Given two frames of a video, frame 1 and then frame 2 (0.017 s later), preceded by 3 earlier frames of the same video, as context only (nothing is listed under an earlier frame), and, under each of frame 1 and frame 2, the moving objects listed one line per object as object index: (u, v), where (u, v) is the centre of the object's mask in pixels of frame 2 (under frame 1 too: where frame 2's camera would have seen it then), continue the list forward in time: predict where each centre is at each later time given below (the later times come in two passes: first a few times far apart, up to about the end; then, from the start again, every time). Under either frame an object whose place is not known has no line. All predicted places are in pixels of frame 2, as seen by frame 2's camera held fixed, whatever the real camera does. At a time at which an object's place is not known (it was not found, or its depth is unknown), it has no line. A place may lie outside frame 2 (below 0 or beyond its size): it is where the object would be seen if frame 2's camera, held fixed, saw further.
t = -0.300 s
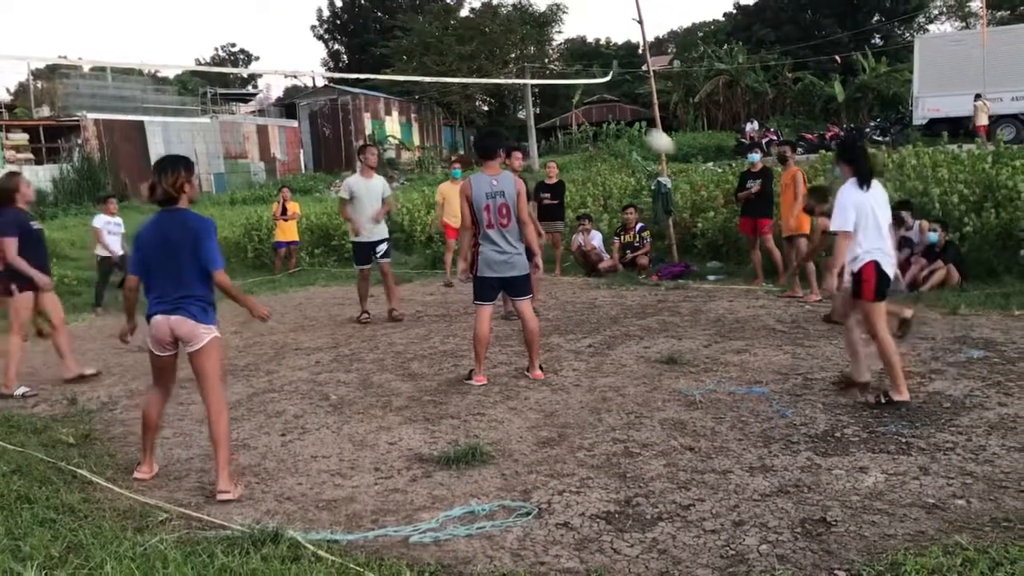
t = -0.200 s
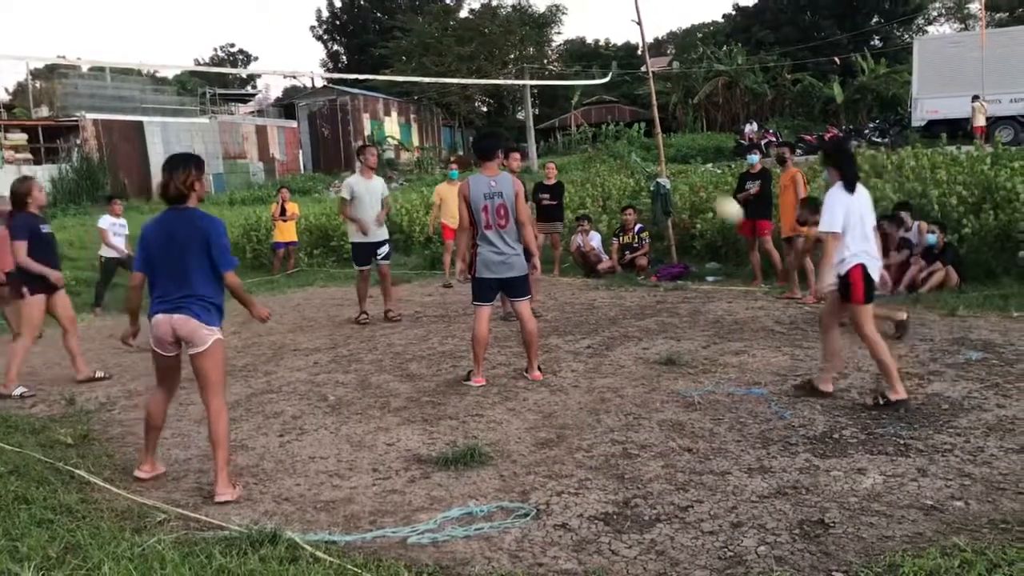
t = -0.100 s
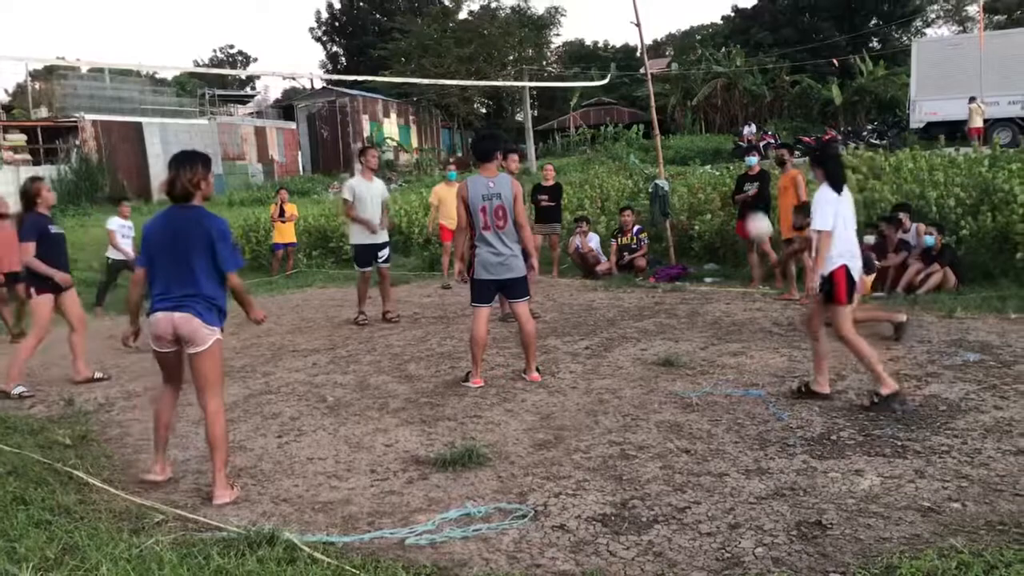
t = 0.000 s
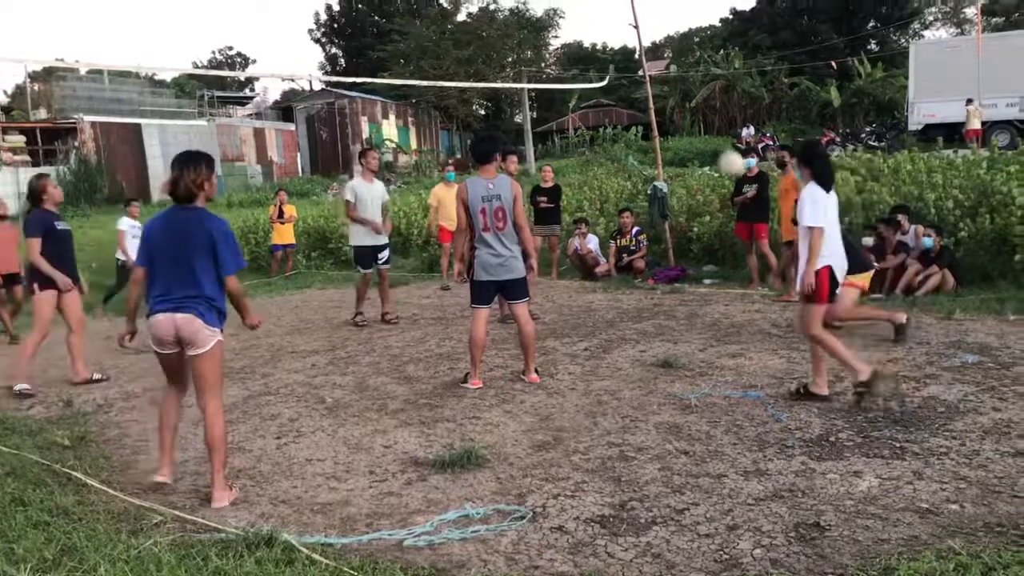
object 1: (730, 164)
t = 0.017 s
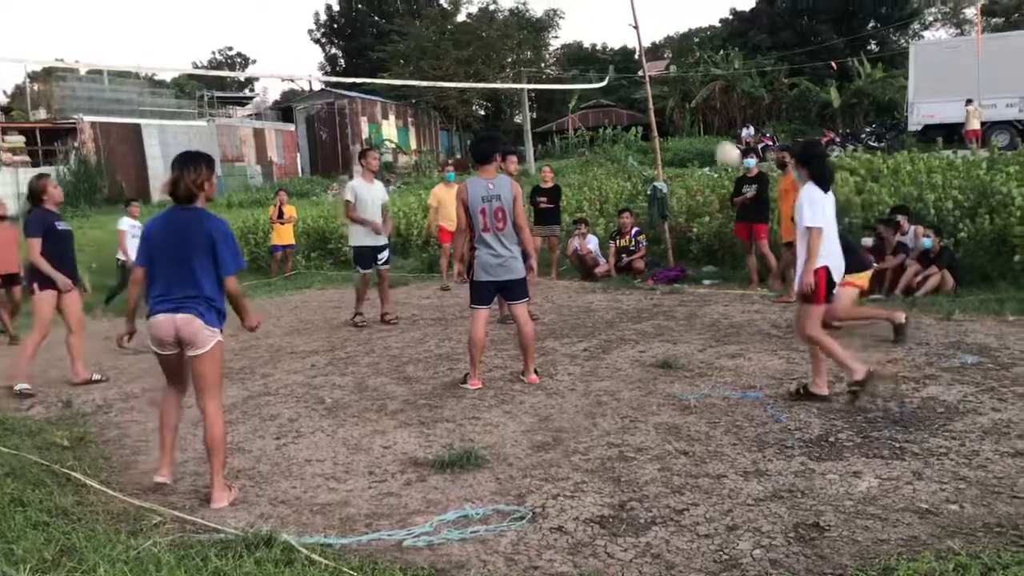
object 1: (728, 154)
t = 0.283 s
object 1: (663, 49)
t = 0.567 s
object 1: (605, 30)
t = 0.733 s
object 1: (578, 58)
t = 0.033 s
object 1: (723, 146)
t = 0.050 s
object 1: (719, 135)
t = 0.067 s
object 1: (715, 127)
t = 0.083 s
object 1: (710, 120)
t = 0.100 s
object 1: (706, 113)
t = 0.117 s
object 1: (702, 105)
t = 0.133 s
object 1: (698, 99)
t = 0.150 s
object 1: (694, 91)
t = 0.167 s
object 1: (691, 87)
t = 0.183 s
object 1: (686, 79)
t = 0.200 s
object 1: (682, 73)
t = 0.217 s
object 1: (679, 68)
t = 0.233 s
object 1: (676, 61)
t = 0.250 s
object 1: (671, 58)
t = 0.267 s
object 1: (667, 53)
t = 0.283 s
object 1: (663, 49)
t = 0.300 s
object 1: (661, 48)
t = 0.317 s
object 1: (657, 43)
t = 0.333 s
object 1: (653, 40)
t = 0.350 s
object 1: (649, 36)
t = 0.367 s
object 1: (646, 34)
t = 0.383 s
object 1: (642, 32)
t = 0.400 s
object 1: (638, 31)
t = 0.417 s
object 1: (635, 29)
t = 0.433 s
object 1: (632, 28)
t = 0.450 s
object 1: (629, 27)
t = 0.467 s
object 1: (625, 27)
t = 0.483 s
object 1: (622, 27)
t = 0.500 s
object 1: (619, 26)
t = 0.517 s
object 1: (615, 28)
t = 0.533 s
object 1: (612, 28)
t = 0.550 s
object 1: (608, 29)
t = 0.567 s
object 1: (605, 30)
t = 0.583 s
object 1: (602, 32)
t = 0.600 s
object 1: (599, 34)
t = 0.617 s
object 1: (596, 35)
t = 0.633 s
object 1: (593, 38)
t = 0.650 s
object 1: (590, 40)
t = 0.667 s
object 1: (587, 44)
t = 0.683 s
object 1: (585, 48)
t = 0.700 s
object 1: (582, 50)
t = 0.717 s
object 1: (580, 53)
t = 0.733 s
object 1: (578, 58)
